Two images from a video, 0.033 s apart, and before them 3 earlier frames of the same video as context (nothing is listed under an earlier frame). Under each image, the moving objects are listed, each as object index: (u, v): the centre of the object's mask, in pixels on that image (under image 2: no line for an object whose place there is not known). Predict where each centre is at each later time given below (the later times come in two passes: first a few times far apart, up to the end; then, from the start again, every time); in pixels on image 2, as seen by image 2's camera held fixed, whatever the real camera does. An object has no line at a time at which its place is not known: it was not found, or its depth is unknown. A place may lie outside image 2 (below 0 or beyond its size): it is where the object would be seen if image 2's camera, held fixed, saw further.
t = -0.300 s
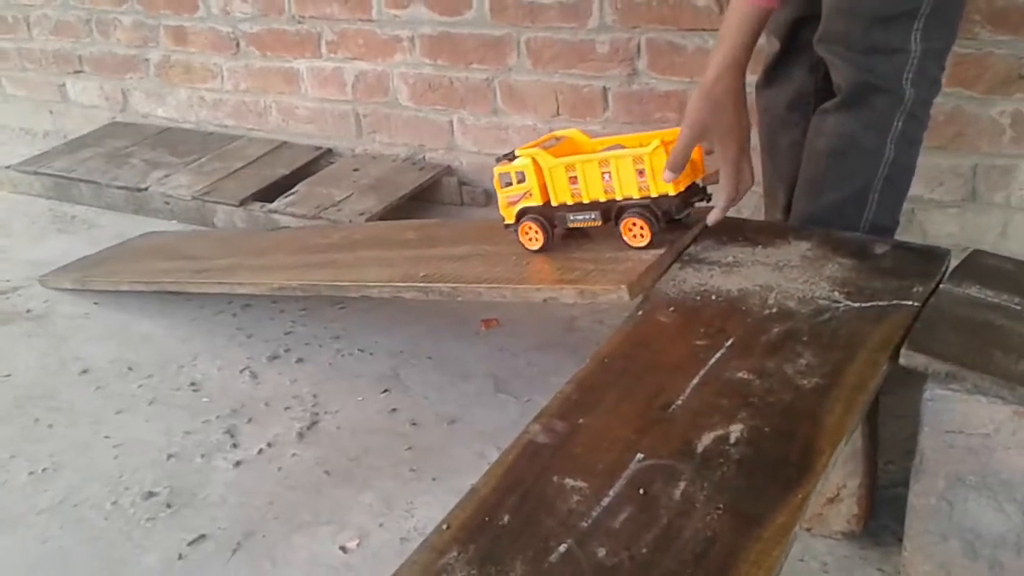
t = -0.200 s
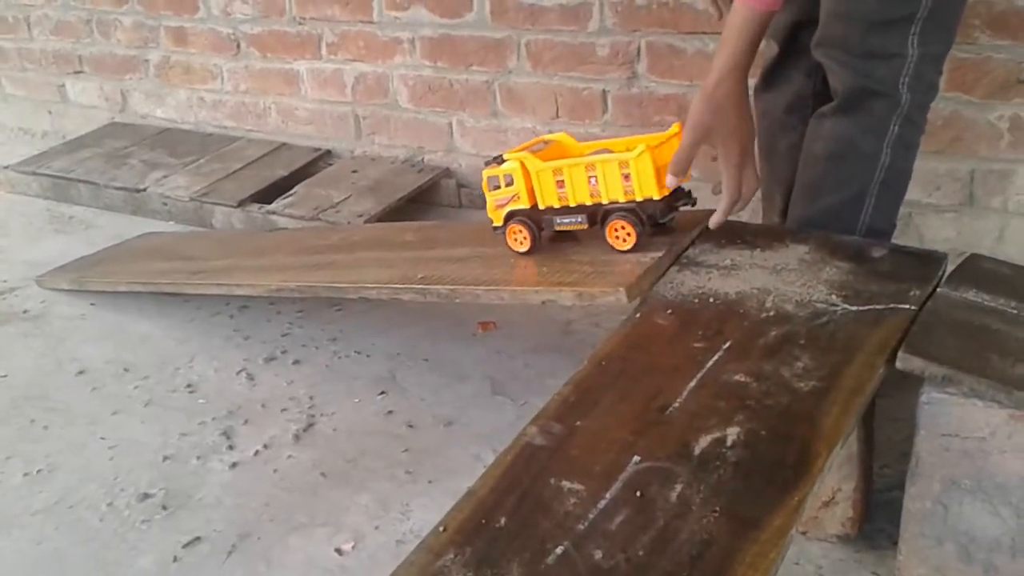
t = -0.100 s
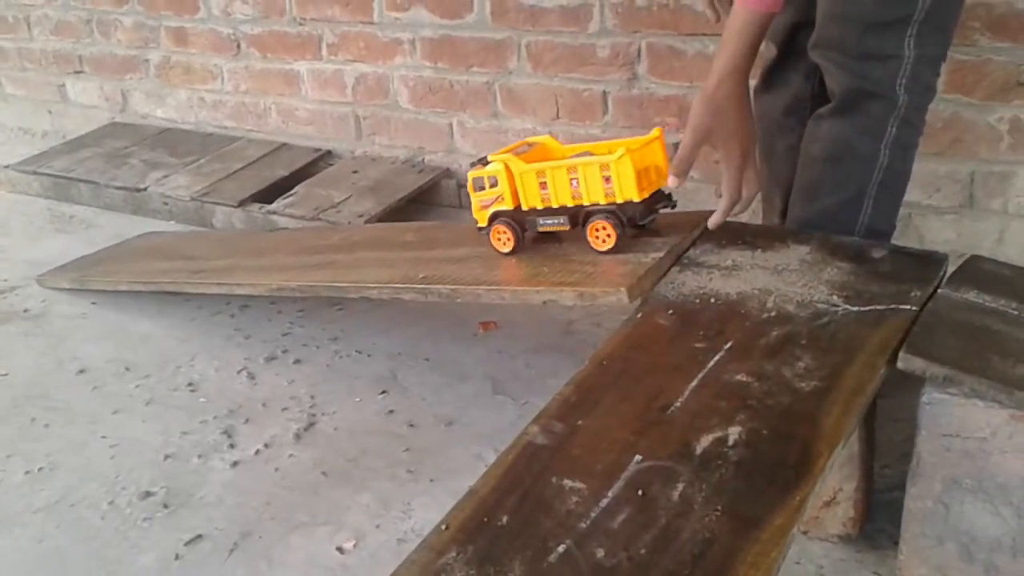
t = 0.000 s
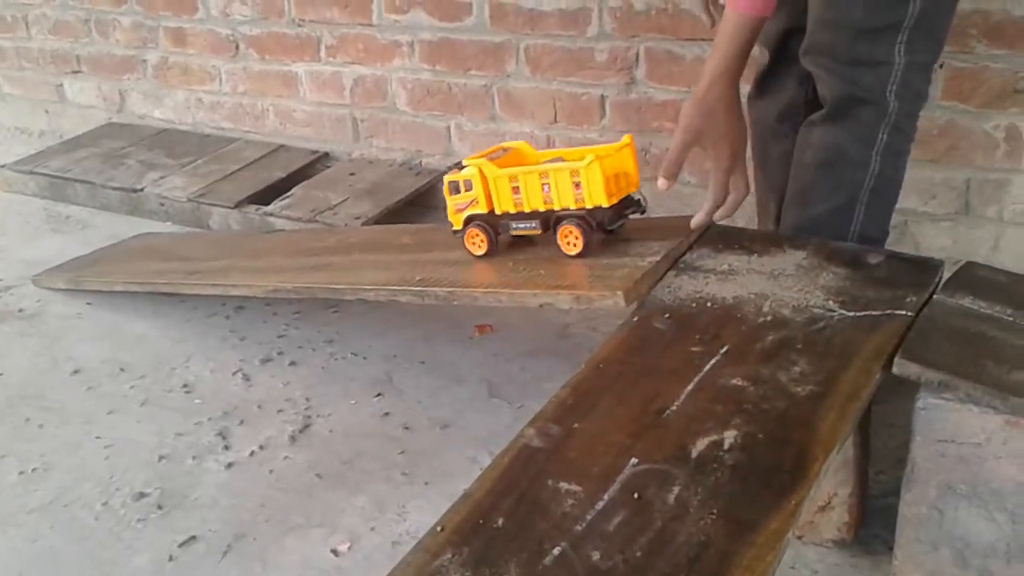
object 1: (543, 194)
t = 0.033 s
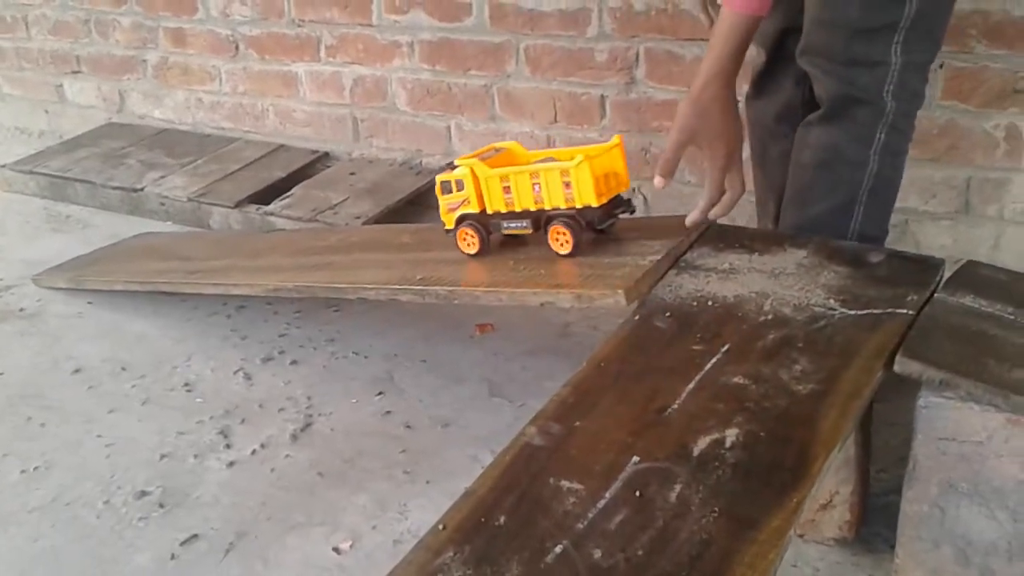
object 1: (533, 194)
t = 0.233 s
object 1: (467, 198)
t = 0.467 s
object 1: (375, 201)
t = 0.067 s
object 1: (524, 195)
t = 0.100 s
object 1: (514, 194)
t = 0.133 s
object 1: (503, 196)
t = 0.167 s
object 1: (491, 196)
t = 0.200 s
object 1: (479, 197)
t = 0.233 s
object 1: (467, 198)
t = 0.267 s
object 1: (455, 198)
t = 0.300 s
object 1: (443, 199)
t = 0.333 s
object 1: (429, 199)
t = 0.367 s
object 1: (416, 200)
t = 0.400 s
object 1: (402, 200)
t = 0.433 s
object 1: (389, 201)
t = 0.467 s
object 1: (375, 201)
